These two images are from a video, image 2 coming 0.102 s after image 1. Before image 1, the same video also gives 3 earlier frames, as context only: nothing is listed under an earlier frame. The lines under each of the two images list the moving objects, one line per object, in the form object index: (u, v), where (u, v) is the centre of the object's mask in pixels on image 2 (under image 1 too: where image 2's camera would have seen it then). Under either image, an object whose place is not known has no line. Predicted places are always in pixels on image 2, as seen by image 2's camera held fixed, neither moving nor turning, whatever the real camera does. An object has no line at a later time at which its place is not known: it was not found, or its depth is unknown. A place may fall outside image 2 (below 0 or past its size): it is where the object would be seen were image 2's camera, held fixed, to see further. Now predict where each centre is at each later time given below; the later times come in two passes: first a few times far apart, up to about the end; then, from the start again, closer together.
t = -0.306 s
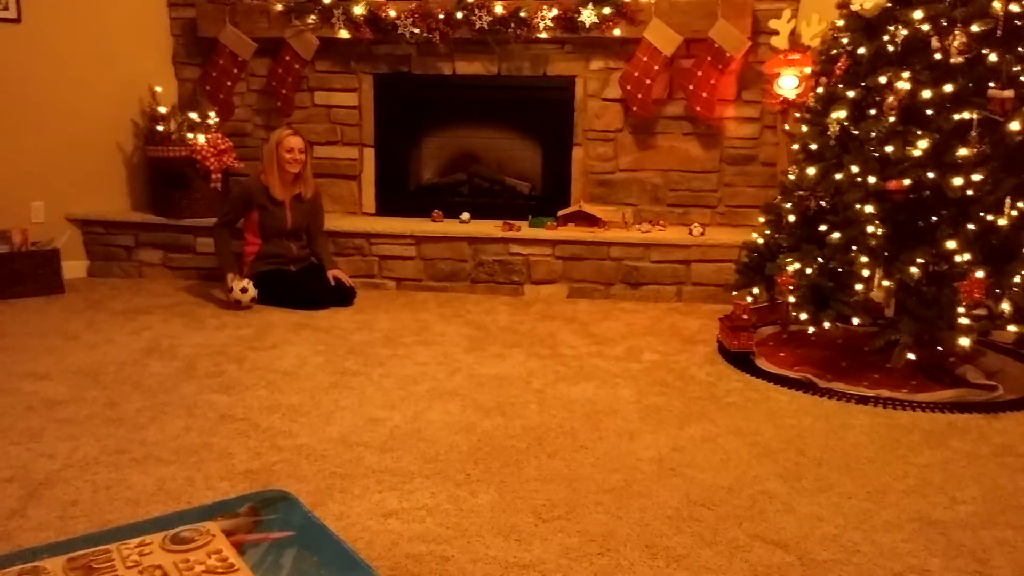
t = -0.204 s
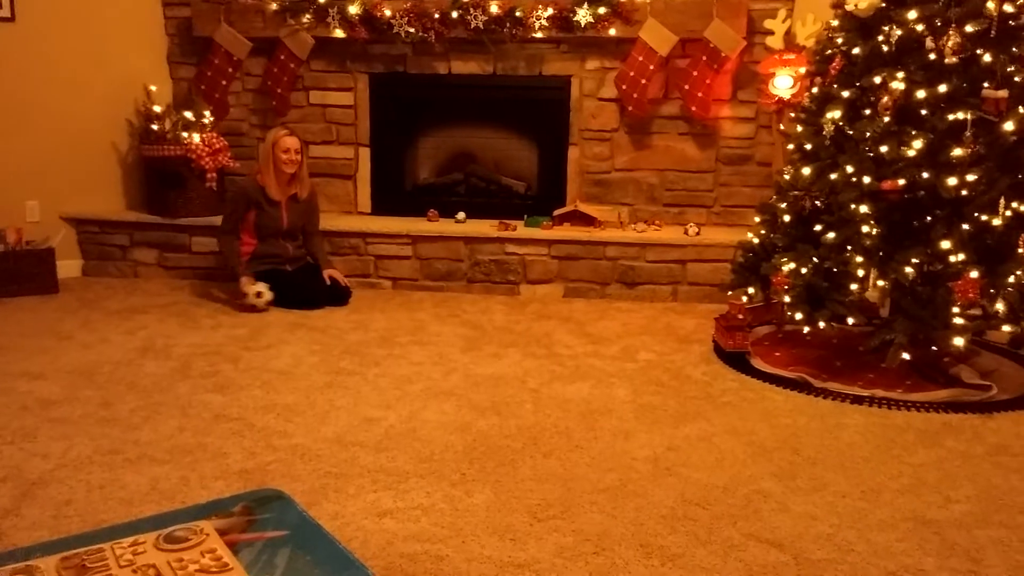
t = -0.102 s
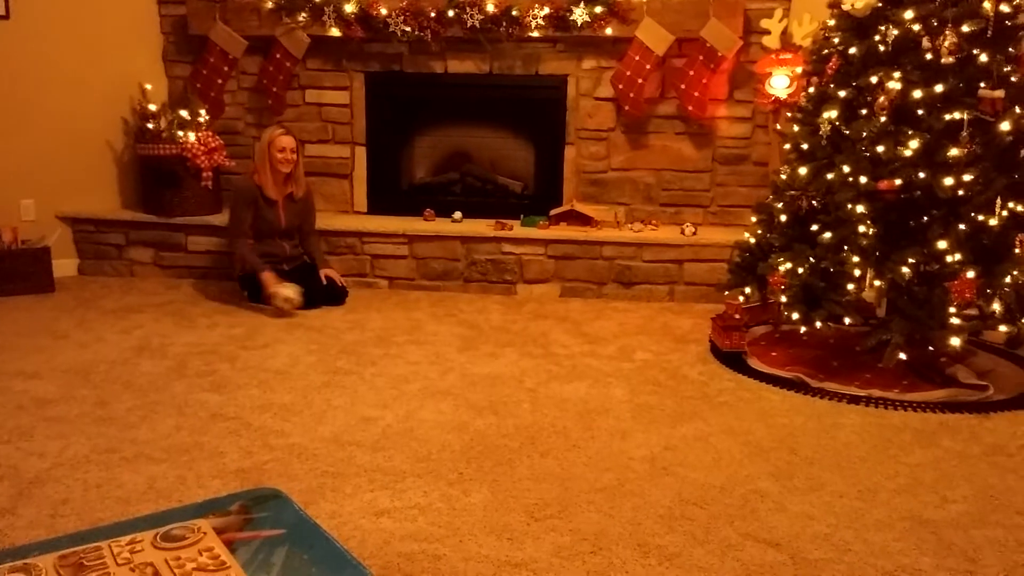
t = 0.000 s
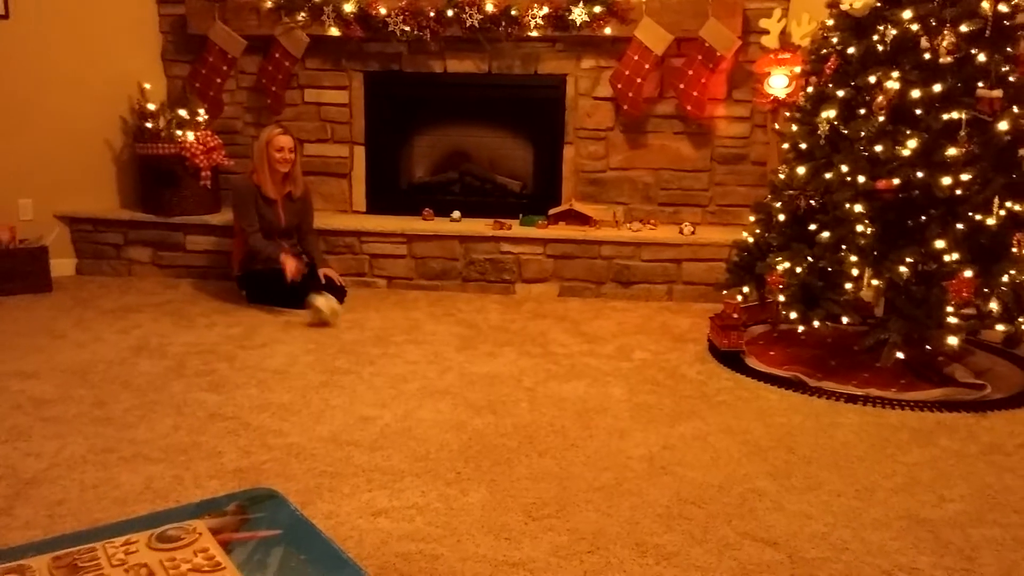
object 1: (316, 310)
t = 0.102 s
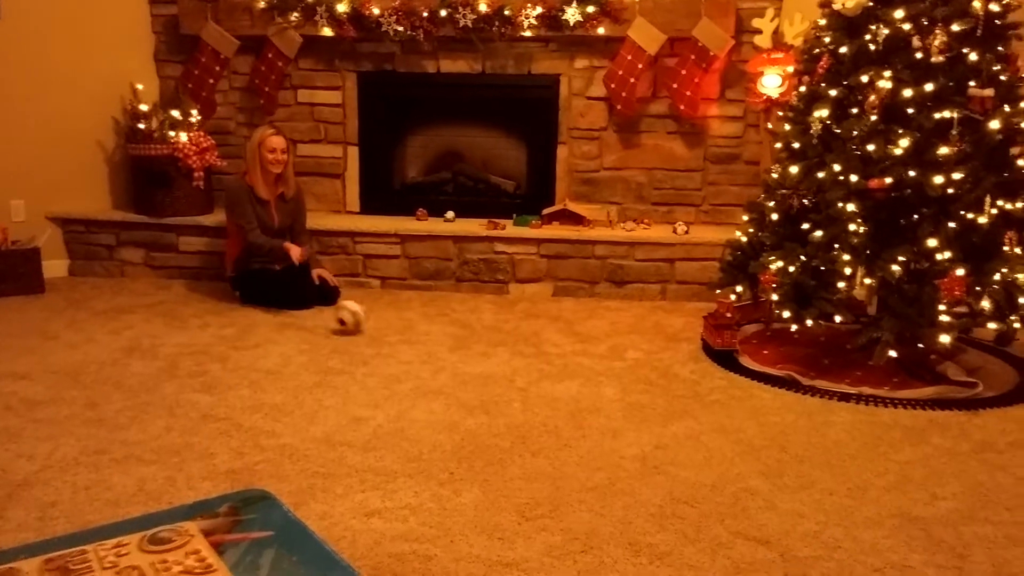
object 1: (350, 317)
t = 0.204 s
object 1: (382, 328)
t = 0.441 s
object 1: (455, 343)
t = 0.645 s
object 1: (519, 356)
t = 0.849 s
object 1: (589, 368)
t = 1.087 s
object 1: (675, 384)
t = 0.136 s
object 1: (361, 319)
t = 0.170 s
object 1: (370, 325)
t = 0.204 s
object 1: (382, 328)
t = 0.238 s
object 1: (392, 330)
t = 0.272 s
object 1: (402, 333)
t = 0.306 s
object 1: (412, 334)
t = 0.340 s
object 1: (421, 337)
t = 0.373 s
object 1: (432, 340)
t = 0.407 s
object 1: (443, 342)
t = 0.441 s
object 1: (455, 343)
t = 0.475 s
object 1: (465, 346)
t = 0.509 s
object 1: (476, 348)
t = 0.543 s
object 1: (487, 349)
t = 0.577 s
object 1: (498, 351)
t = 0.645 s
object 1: (519, 356)
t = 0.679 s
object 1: (532, 358)
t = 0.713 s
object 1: (543, 360)
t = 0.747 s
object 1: (555, 363)
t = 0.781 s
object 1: (567, 364)
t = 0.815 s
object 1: (577, 366)
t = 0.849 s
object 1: (589, 368)
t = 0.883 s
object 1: (600, 371)
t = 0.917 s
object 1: (613, 373)
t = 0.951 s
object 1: (625, 376)
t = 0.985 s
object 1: (638, 377)
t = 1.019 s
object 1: (650, 379)
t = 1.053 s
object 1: (662, 383)
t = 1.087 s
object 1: (675, 384)
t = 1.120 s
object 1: (688, 386)
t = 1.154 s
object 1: (701, 388)
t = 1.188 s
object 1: (714, 391)
